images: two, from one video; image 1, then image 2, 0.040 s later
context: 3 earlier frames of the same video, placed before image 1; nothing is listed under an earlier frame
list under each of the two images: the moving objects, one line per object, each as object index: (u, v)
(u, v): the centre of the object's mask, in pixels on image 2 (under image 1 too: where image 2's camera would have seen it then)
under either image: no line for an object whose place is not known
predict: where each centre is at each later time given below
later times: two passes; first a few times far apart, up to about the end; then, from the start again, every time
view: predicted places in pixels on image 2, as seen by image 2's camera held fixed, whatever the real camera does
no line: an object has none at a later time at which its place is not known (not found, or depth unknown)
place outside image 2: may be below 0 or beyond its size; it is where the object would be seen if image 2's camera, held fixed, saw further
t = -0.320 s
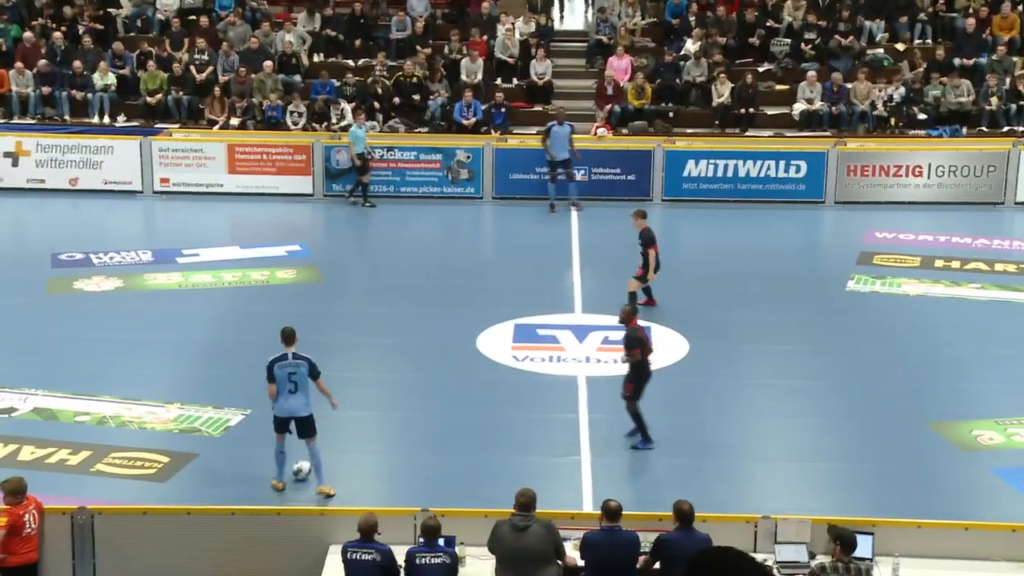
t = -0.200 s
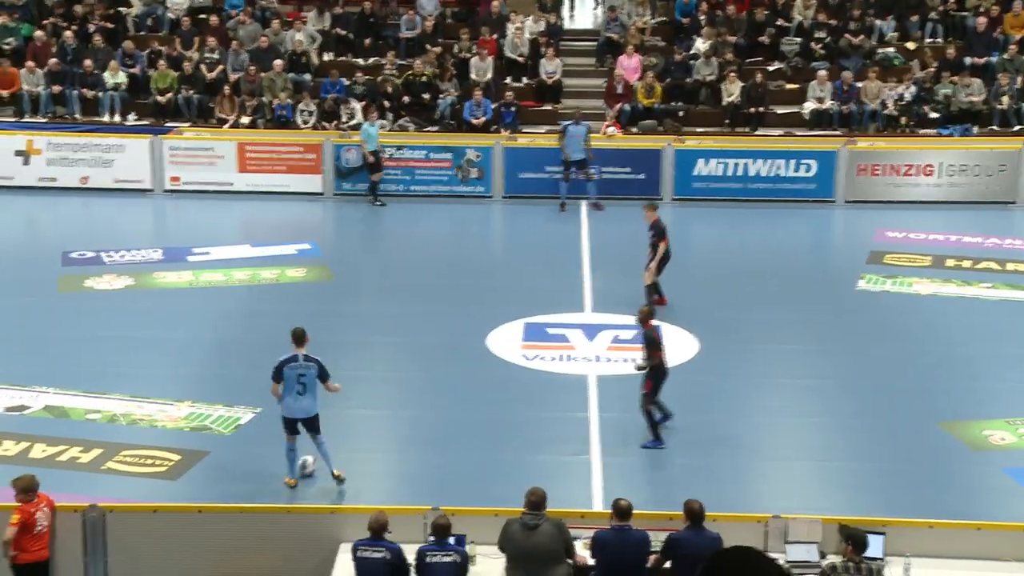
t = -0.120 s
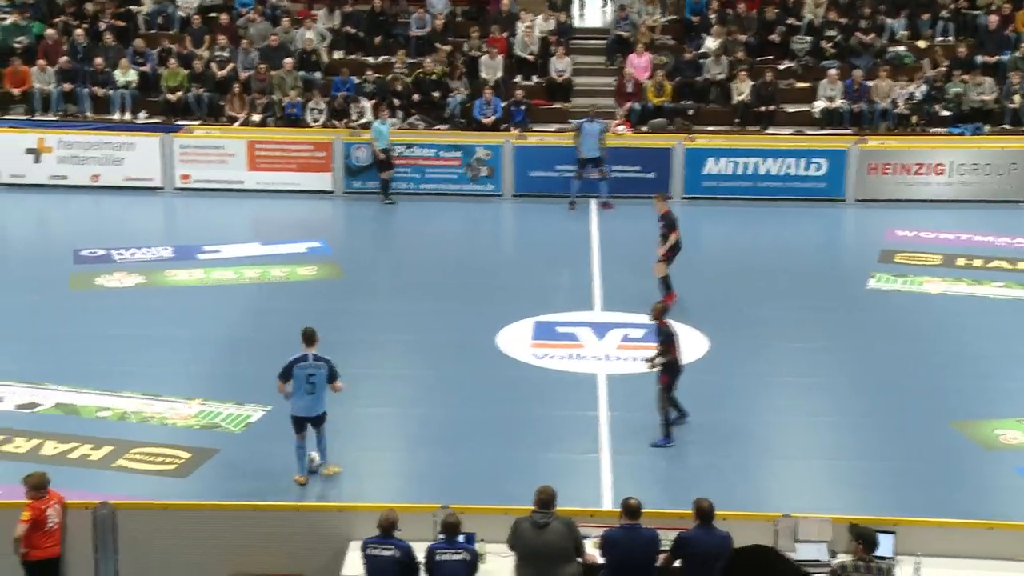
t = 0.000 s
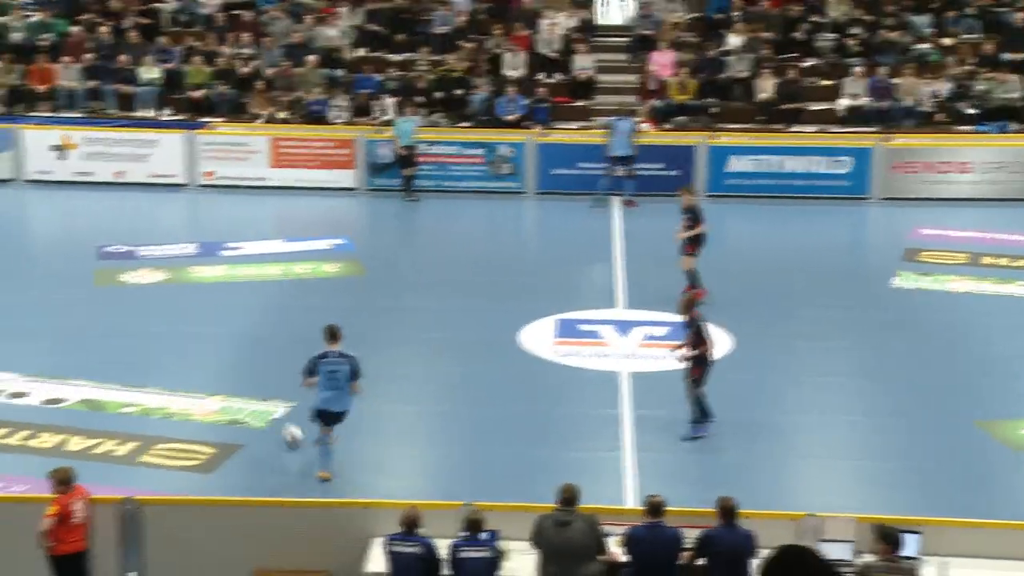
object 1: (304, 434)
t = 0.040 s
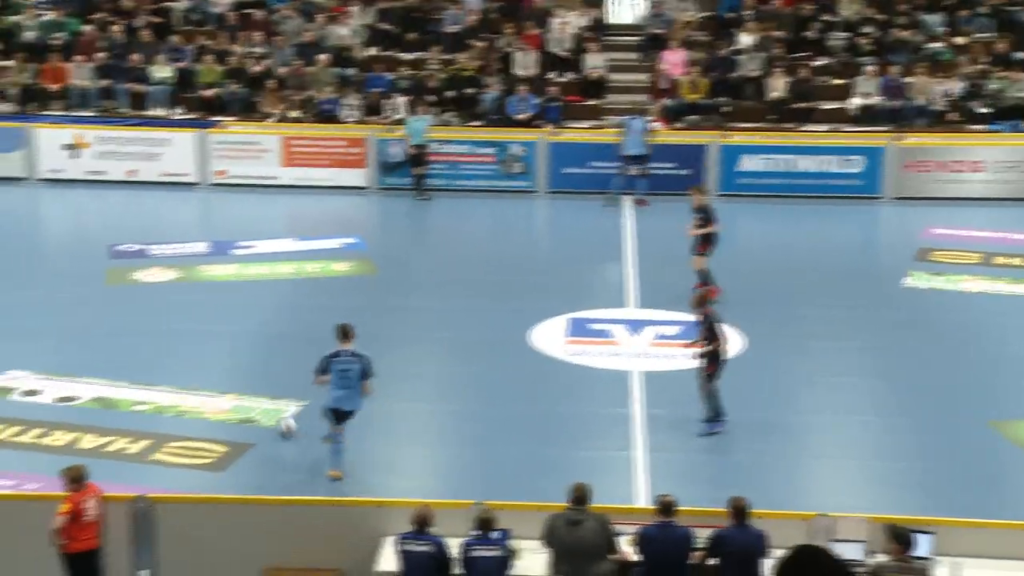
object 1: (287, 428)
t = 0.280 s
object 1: (201, 383)
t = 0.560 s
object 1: (127, 349)
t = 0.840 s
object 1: (68, 323)
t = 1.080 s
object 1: (21, 303)
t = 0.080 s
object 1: (271, 419)
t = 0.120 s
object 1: (255, 414)
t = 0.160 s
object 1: (241, 403)
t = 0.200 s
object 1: (227, 394)
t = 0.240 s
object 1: (215, 388)
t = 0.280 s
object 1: (201, 383)
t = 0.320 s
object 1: (189, 379)
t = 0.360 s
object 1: (177, 372)
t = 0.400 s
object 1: (166, 367)
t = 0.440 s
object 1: (156, 363)
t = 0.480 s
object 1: (145, 358)
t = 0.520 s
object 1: (136, 354)
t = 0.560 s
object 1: (127, 349)
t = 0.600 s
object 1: (118, 346)
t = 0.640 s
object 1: (109, 342)
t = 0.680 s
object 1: (101, 337)
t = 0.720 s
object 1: (93, 334)
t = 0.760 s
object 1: (84, 330)
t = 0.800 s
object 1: (76, 327)
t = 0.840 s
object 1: (68, 323)
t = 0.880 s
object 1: (60, 320)
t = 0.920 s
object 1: (52, 315)
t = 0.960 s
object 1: (44, 312)
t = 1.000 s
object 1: (36, 309)
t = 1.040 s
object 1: (28, 306)
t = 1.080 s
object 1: (21, 303)
